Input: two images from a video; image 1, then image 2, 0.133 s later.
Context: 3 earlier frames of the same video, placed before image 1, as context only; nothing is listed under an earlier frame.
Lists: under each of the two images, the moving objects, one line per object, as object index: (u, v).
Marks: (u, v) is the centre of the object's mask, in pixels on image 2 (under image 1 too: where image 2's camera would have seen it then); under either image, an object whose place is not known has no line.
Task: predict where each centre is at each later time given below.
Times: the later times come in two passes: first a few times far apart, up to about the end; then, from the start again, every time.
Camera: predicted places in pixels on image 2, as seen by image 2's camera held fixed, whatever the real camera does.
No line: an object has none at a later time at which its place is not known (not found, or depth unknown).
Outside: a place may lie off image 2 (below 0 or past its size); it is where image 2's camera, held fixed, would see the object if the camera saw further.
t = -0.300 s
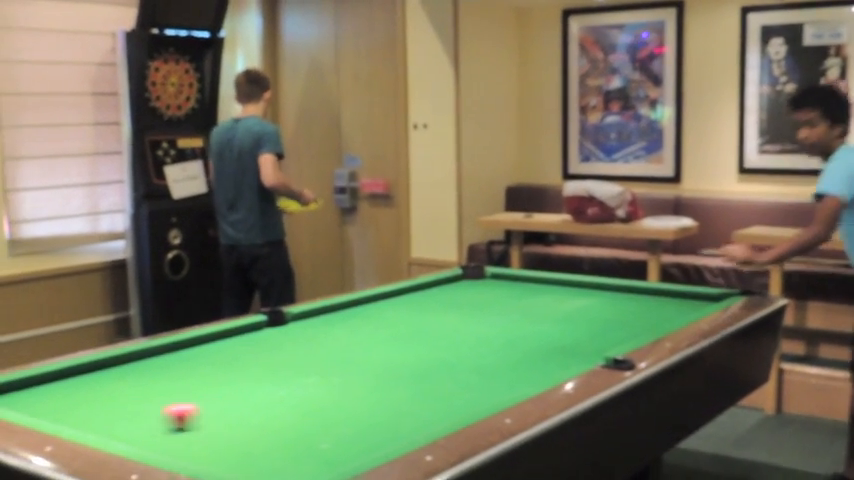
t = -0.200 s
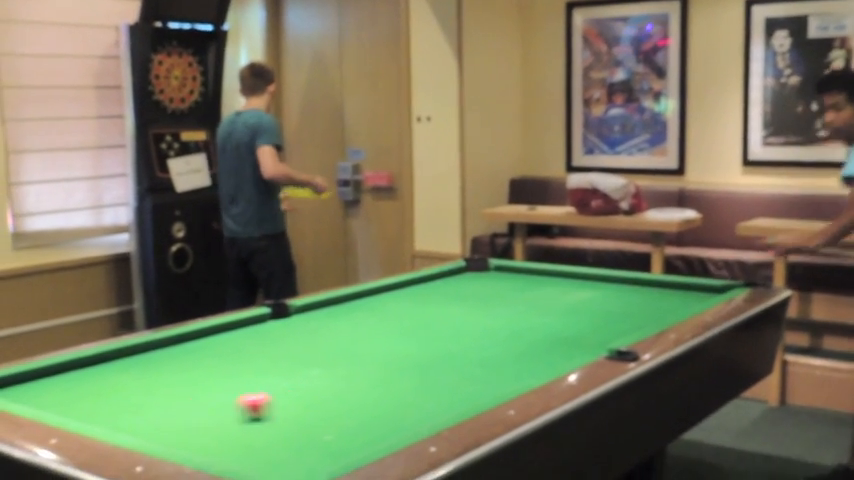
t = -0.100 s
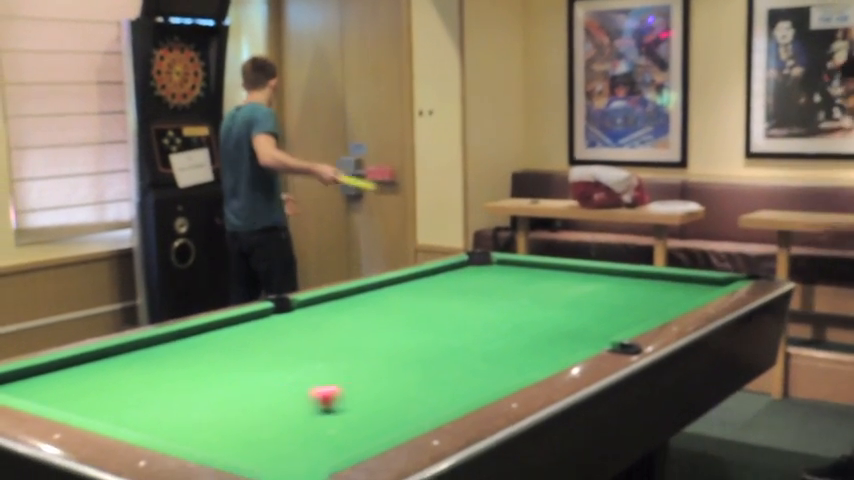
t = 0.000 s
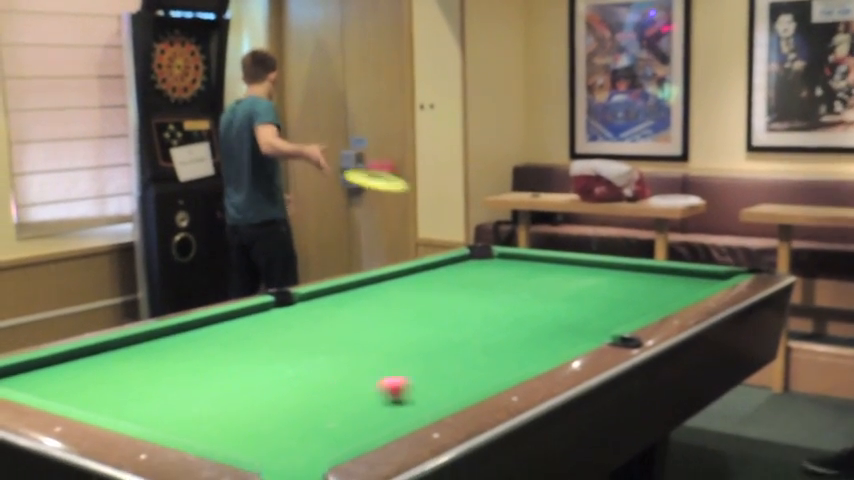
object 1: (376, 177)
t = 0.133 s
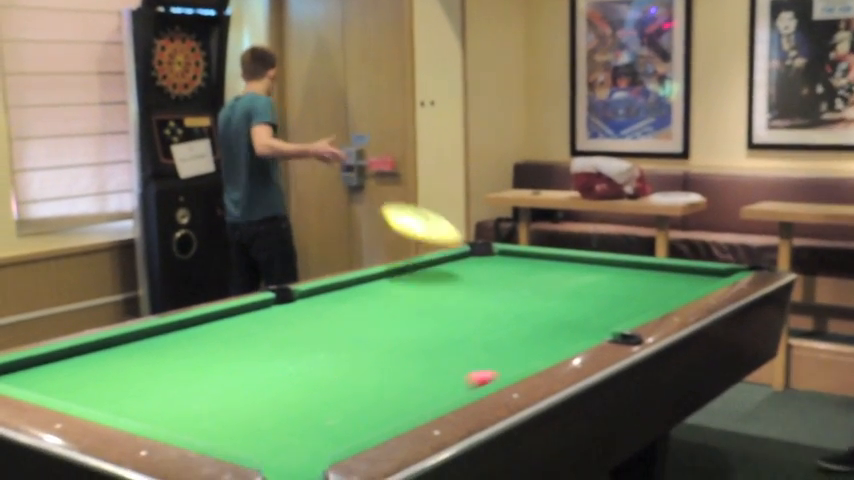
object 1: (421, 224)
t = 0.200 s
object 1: (452, 269)
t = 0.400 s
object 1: (530, 343)
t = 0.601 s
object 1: (517, 343)
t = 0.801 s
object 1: (517, 344)
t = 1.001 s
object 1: (517, 344)
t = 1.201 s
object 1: (518, 344)
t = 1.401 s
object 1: (517, 344)
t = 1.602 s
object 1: (518, 344)
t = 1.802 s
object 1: (518, 344)
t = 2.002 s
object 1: (518, 344)
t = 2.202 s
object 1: (518, 344)
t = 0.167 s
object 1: (435, 244)
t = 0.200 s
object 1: (452, 269)
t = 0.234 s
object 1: (467, 295)
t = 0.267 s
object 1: (489, 314)
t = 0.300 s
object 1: (506, 322)
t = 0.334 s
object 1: (524, 333)
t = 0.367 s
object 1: (532, 343)
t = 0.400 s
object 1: (530, 343)
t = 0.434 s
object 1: (529, 341)
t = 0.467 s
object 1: (524, 340)
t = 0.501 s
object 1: (521, 341)
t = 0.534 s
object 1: (519, 343)
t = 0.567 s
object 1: (517, 343)
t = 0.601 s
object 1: (517, 343)
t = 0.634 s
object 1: (517, 344)
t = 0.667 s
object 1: (517, 343)
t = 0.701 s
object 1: (517, 344)
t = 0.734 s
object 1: (517, 344)
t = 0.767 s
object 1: (517, 344)
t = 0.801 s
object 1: (517, 344)
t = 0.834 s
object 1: (517, 344)
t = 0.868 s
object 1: (517, 344)
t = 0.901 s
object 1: (517, 344)
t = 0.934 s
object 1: (517, 344)
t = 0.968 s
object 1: (517, 344)
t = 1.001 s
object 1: (517, 344)
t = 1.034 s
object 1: (517, 344)
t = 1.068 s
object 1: (517, 344)
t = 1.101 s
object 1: (517, 344)
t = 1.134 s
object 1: (517, 344)
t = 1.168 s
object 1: (517, 344)
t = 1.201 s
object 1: (518, 344)
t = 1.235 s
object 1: (518, 344)
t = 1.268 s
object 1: (518, 344)
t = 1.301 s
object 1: (517, 344)
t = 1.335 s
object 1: (518, 344)
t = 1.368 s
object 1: (518, 344)
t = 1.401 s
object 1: (517, 344)
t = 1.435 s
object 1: (518, 344)
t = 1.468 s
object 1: (518, 344)
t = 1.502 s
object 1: (518, 344)
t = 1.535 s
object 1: (518, 344)
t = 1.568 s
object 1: (518, 344)
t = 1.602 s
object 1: (518, 344)
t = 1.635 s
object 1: (518, 344)
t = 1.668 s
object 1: (518, 344)
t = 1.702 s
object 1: (518, 344)
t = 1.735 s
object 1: (518, 344)
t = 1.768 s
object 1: (518, 344)
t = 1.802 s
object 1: (518, 344)
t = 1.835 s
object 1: (518, 344)
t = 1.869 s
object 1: (518, 344)
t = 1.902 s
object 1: (518, 344)
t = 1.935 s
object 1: (518, 344)
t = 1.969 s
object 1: (518, 344)
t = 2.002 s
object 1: (518, 344)
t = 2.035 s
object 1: (518, 344)
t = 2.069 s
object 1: (518, 344)
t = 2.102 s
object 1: (518, 344)
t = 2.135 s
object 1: (518, 344)
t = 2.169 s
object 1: (518, 344)
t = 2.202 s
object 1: (518, 344)
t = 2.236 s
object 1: (518, 344)
